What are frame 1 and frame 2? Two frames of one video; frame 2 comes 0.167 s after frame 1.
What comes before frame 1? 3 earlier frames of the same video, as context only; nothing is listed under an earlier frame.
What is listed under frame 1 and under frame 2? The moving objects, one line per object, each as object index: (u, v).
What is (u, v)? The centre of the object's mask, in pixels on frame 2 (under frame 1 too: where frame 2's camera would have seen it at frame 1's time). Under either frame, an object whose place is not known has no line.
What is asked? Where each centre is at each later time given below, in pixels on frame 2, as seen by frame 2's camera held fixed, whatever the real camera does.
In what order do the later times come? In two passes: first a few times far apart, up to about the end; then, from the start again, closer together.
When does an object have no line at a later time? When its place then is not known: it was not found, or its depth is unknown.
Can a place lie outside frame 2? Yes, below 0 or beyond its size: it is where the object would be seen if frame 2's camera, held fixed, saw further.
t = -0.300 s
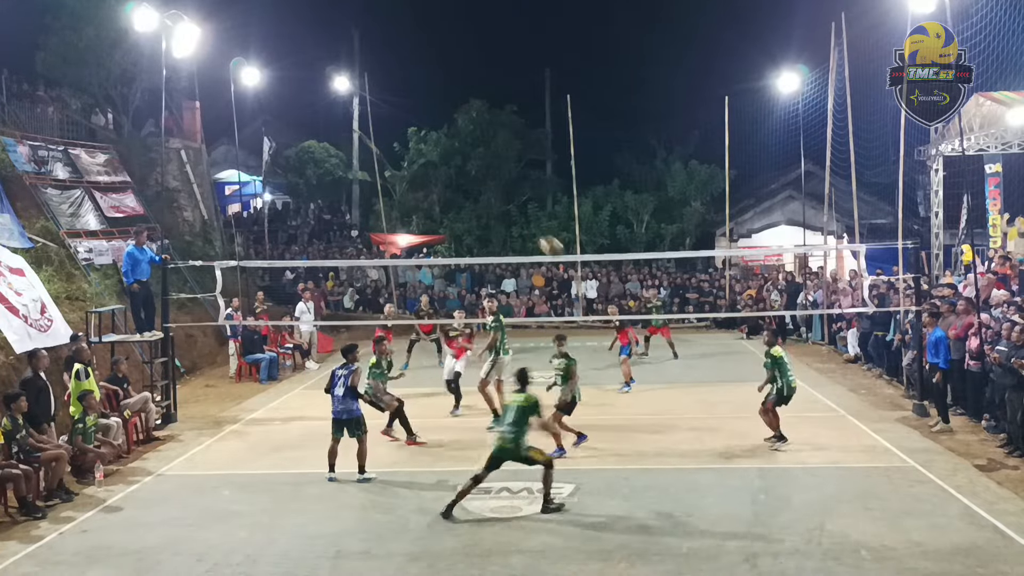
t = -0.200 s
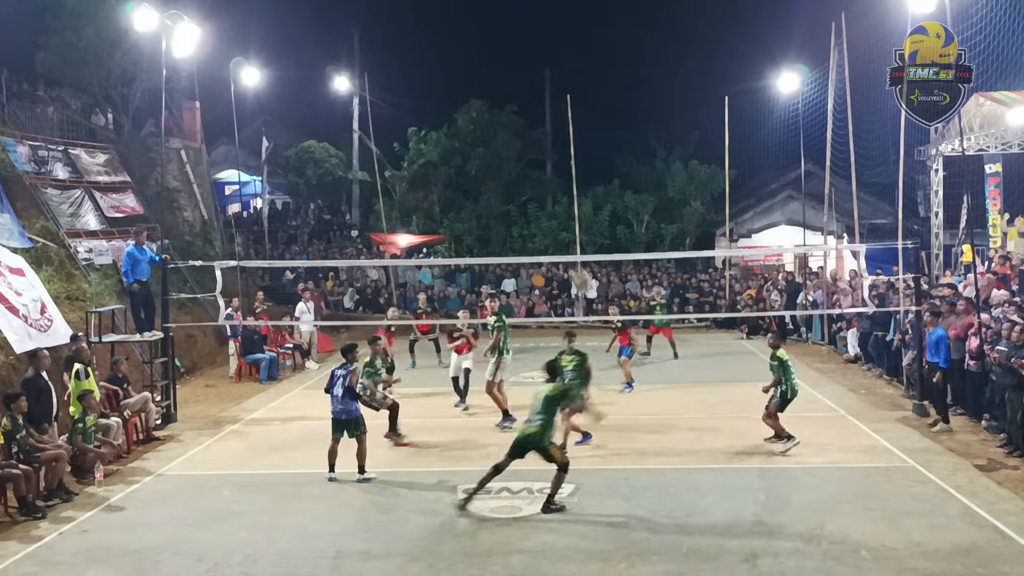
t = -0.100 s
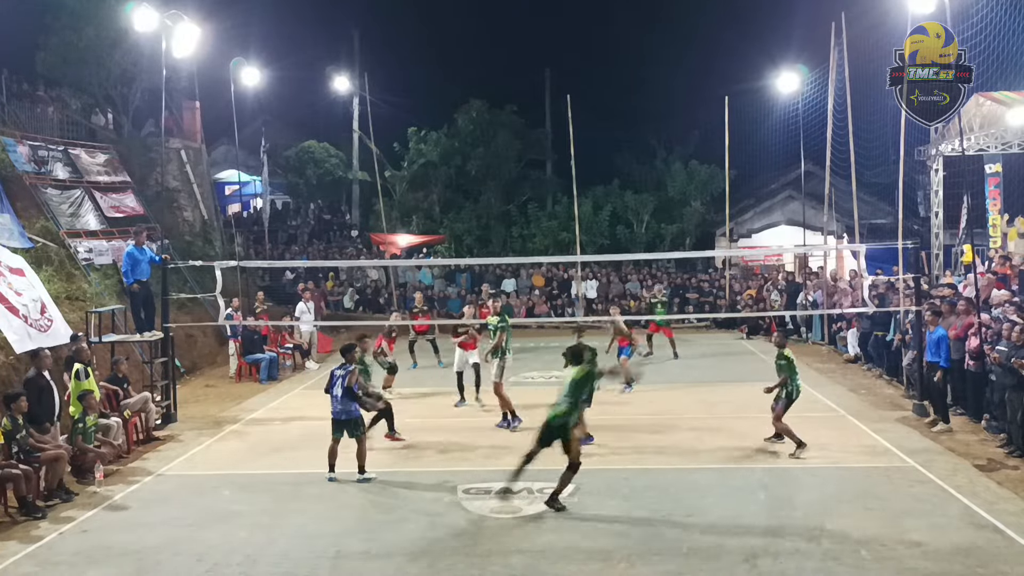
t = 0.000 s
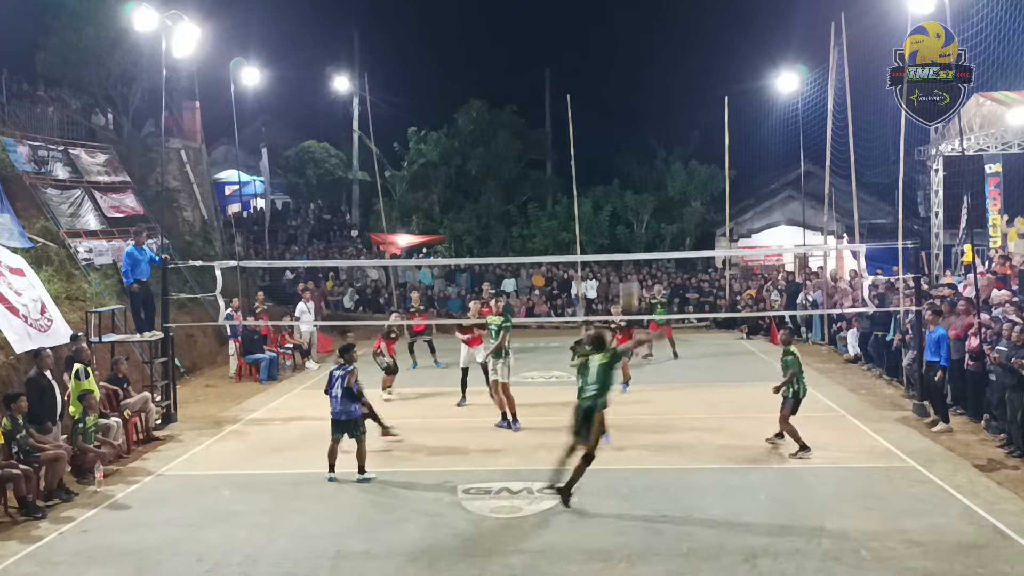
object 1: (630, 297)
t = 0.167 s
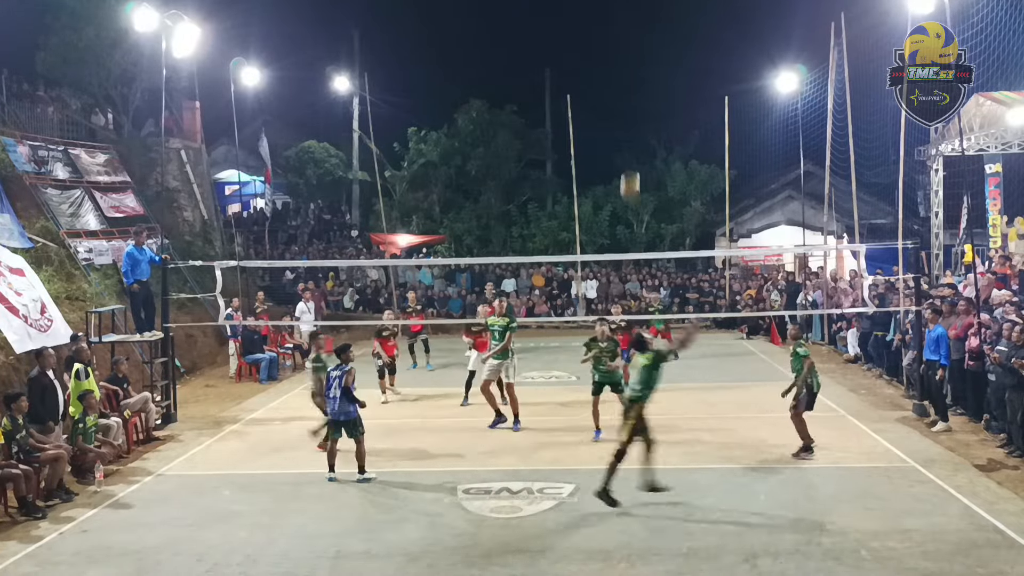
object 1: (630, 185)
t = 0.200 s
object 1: (630, 167)
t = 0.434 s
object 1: (631, 71)
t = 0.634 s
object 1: (631, 33)
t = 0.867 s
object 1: (630, 33)
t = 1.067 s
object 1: (630, 68)
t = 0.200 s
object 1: (630, 167)
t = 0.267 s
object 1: (631, 134)
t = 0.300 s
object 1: (631, 119)
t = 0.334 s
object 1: (631, 105)
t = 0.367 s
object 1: (631, 92)
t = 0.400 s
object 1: (631, 81)
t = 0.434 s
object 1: (631, 71)
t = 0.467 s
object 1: (631, 62)
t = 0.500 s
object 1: (631, 54)
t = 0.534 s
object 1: (631, 47)
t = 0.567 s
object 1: (631, 41)
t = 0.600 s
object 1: (631, 37)
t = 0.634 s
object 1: (631, 33)
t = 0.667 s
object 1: (630, 30)
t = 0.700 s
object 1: (630, 28)
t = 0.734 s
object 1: (630, 27)
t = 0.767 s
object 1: (630, 27)
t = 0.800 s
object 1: (630, 28)
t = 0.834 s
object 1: (630, 30)
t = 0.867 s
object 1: (630, 33)
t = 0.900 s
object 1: (630, 37)
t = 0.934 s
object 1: (630, 41)
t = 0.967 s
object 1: (630, 46)
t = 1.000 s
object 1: (630, 53)
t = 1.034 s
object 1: (630, 60)
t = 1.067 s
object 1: (630, 68)
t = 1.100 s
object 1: (631, 76)
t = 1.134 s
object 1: (631, 86)
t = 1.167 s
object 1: (631, 96)
